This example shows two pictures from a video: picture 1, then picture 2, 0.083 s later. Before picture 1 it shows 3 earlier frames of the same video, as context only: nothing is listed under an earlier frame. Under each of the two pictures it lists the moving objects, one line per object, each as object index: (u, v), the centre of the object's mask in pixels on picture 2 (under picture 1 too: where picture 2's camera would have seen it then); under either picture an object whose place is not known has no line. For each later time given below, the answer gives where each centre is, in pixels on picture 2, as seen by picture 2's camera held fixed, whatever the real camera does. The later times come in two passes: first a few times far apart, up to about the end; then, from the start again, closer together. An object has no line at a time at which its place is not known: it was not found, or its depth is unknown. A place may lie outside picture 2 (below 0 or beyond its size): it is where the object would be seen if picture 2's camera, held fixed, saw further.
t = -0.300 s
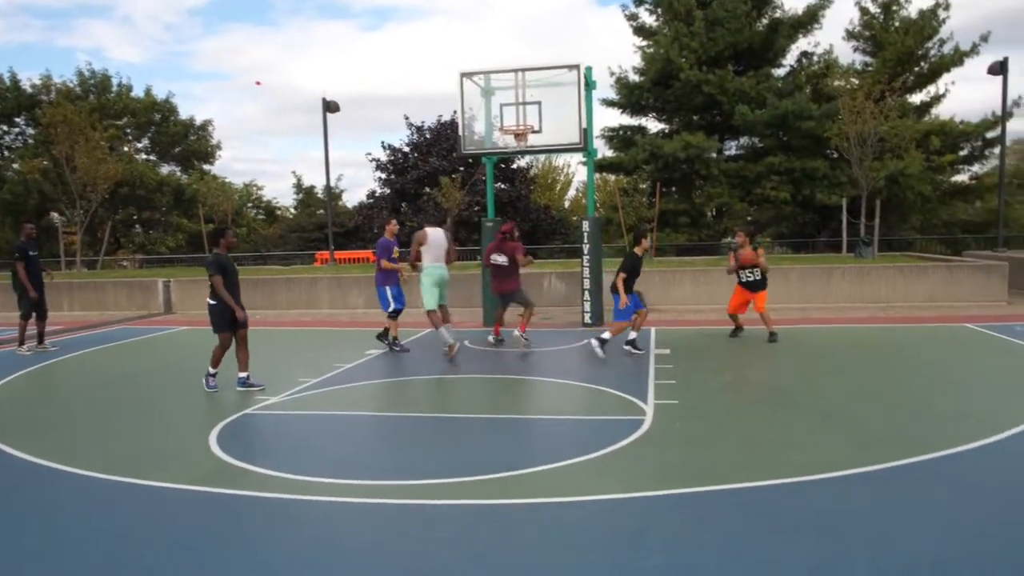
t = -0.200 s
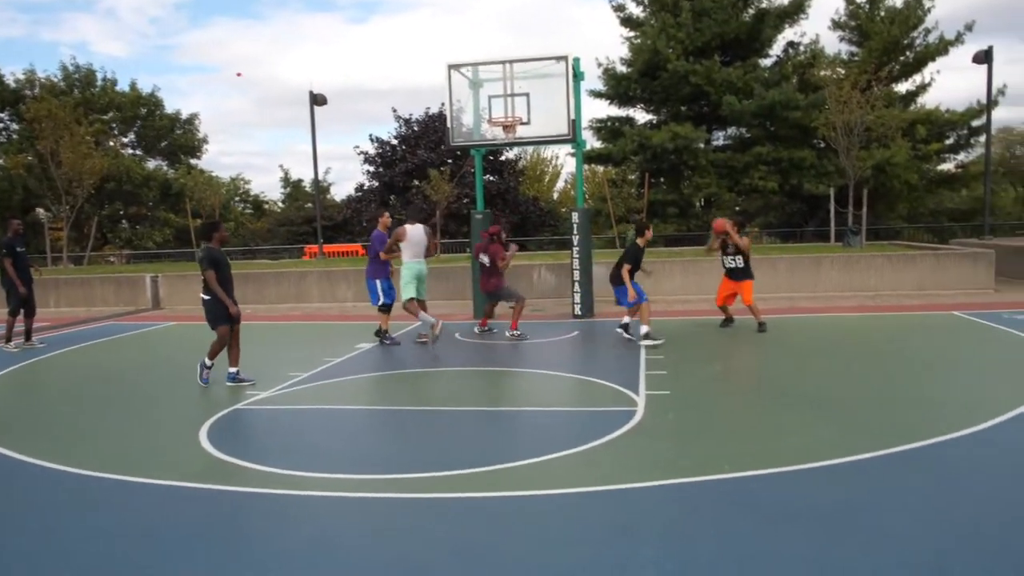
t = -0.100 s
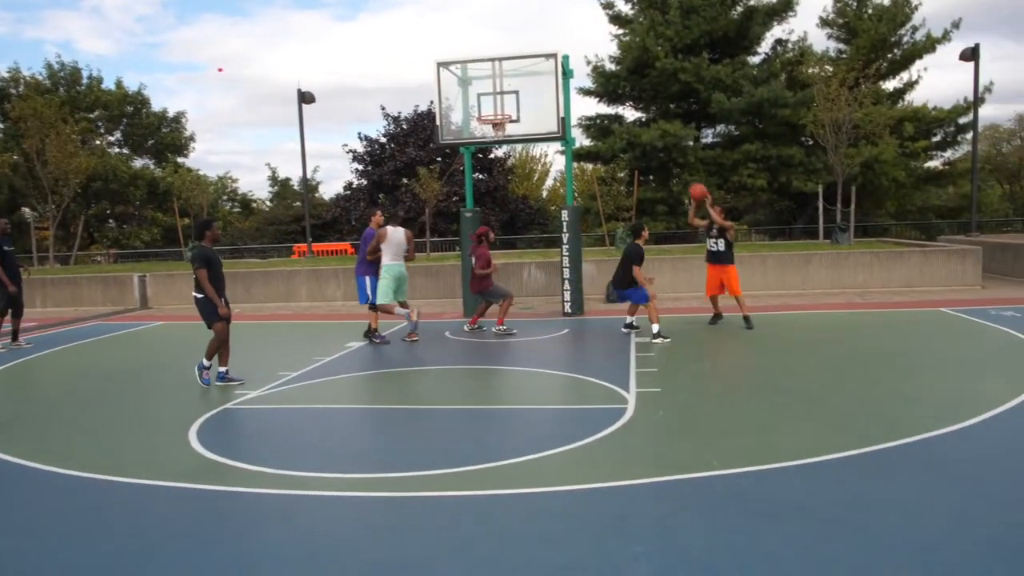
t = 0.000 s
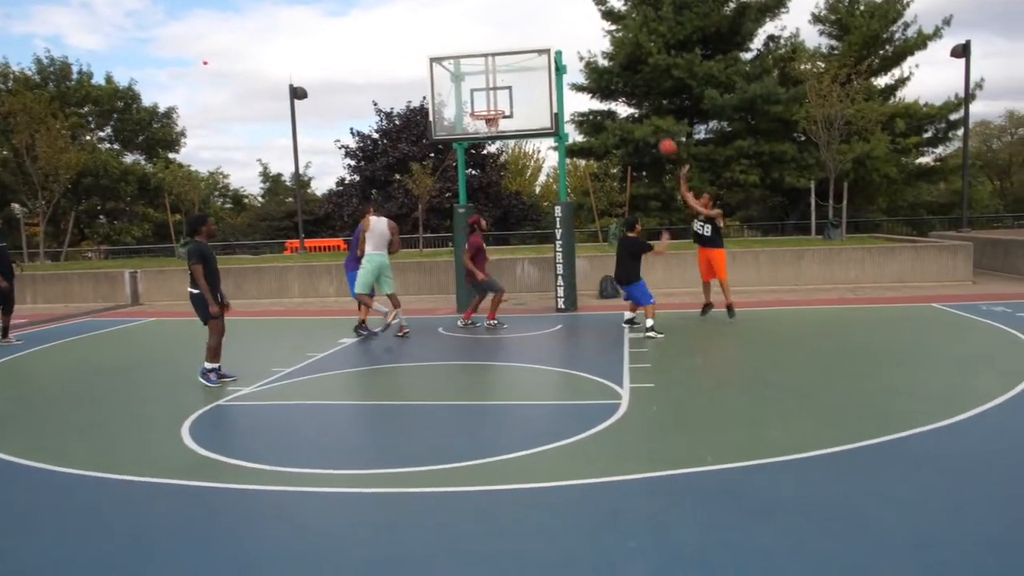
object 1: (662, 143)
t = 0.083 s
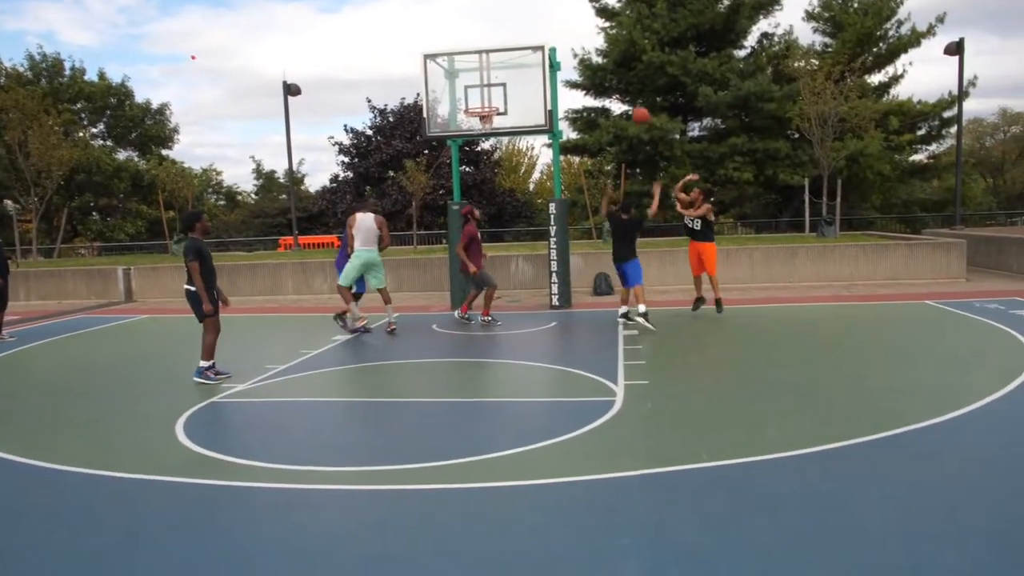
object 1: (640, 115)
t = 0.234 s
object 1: (602, 75)
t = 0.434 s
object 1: (550, 49)
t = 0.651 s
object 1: (494, 53)
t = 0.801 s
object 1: (458, 76)
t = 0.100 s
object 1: (636, 110)
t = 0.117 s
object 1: (632, 104)
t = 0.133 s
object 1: (628, 100)
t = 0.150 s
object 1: (623, 95)
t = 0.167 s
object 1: (619, 90)
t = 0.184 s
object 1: (614, 86)
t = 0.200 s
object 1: (610, 82)
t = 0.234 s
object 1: (602, 75)
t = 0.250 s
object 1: (598, 71)
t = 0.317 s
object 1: (581, 62)
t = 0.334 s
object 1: (575, 59)
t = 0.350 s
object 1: (571, 57)
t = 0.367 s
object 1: (567, 55)
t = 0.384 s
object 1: (562, 53)
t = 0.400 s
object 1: (558, 51)
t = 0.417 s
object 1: (554, 50)
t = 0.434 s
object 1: (550, 49)
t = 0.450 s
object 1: (545, 48)
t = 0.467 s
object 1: (541, 47)
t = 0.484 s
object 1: (536, 47)
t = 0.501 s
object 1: (532, 46)
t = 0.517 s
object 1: (527, 46)
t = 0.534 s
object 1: (523, 47)
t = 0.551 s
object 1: (519, 47)
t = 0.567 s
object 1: (515, 47)
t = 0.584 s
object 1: (510, 48)
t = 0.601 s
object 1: (506, 49)
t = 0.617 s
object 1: (502, 50)
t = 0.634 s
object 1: (498, 52)
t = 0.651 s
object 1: (494, 53)
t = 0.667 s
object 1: (490, 55)
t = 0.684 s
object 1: (486, 57)
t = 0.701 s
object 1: (482, 59)
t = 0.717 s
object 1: (478, 61)
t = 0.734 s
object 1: (474, 63)
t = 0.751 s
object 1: (470, 67)
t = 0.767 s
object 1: (466, 70)
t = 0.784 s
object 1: (462, 73)
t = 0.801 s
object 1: (458, 76)
